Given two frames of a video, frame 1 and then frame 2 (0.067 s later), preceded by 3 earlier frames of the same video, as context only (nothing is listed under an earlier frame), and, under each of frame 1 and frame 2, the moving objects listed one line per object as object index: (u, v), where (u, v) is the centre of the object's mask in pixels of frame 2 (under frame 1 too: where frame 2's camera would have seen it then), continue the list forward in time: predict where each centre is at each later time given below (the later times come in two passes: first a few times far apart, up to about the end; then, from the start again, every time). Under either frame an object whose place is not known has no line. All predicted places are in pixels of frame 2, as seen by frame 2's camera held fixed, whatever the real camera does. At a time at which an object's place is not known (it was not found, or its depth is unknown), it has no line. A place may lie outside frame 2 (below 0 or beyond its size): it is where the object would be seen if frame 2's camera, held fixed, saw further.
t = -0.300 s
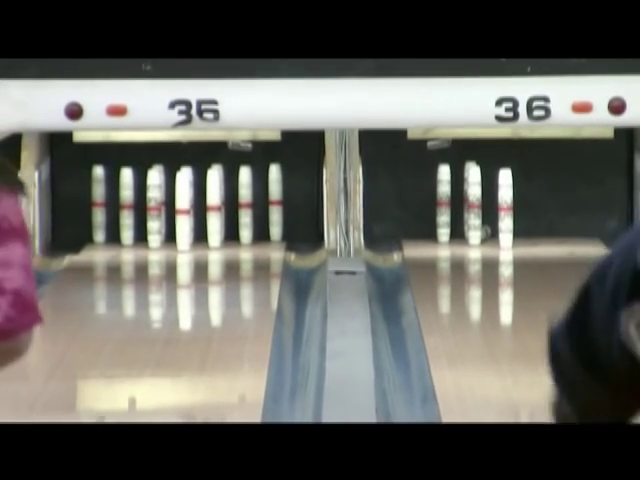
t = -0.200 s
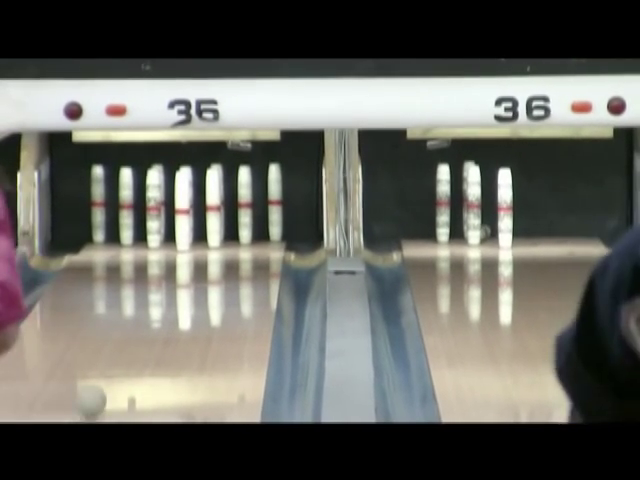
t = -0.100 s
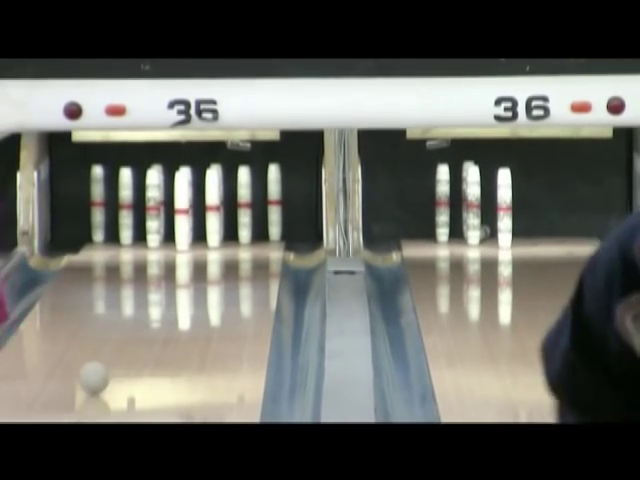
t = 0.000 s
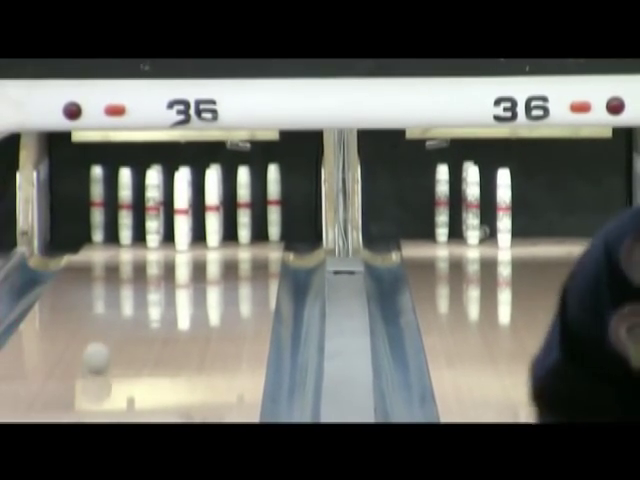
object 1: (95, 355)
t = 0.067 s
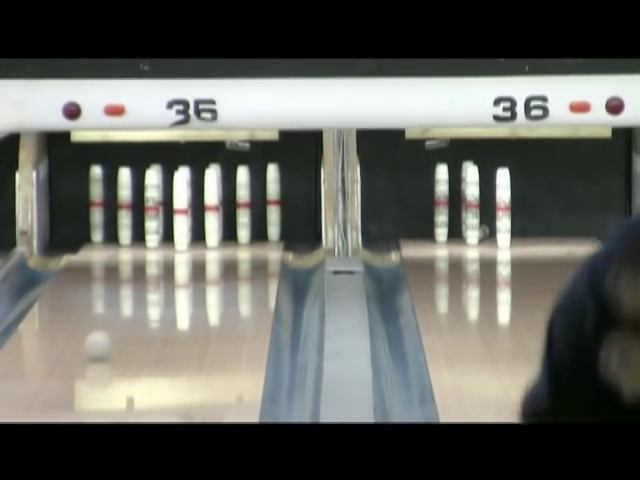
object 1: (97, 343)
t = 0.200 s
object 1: (100, 321)
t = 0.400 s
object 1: (105, 292)
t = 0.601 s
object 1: (109, 271)
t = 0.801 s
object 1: (112, 250)
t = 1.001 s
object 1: (113, 234)
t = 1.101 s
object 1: (90, 230)
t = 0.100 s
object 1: (98, 337)
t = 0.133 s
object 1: (99, 332)
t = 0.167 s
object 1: (100, 327)
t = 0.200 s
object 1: (100, 321)
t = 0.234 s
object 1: (101, 316)
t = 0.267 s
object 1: (102, 311)
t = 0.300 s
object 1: (104, 306)
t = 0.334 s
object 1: (104, 301)
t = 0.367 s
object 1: (105, 296)
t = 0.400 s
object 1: (105, 292)
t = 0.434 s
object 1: (106, 288)
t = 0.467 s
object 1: (107, 284)
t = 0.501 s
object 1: (108, 280)
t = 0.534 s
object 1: (108, 277)
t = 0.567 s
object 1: (109, 273)
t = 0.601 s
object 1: (109, 271)
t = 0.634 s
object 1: (109, 267)
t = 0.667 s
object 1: (110, 265)
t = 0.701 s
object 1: (110, 262)
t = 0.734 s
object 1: (111, 258)
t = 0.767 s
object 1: (111, 254)
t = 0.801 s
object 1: (112, 250)
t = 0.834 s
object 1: (112, 246)
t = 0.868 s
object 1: (112, 244)
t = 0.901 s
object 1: (113, 241)
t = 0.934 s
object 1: (113, 239)
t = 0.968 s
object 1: (114, 236)
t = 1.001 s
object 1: (113, 234)
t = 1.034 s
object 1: (107, 232)
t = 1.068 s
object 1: (97, 232)
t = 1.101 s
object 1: (90, 230)
